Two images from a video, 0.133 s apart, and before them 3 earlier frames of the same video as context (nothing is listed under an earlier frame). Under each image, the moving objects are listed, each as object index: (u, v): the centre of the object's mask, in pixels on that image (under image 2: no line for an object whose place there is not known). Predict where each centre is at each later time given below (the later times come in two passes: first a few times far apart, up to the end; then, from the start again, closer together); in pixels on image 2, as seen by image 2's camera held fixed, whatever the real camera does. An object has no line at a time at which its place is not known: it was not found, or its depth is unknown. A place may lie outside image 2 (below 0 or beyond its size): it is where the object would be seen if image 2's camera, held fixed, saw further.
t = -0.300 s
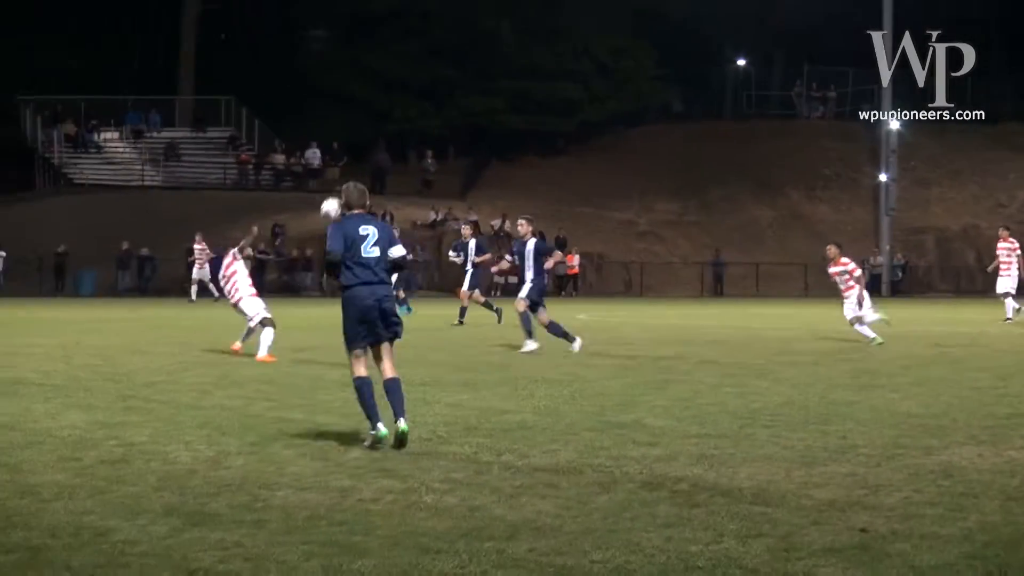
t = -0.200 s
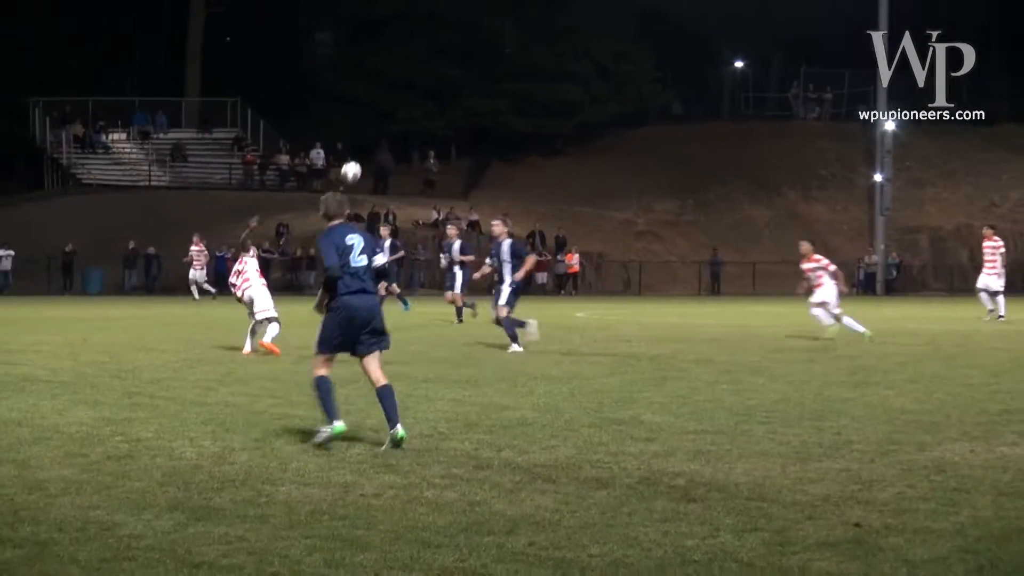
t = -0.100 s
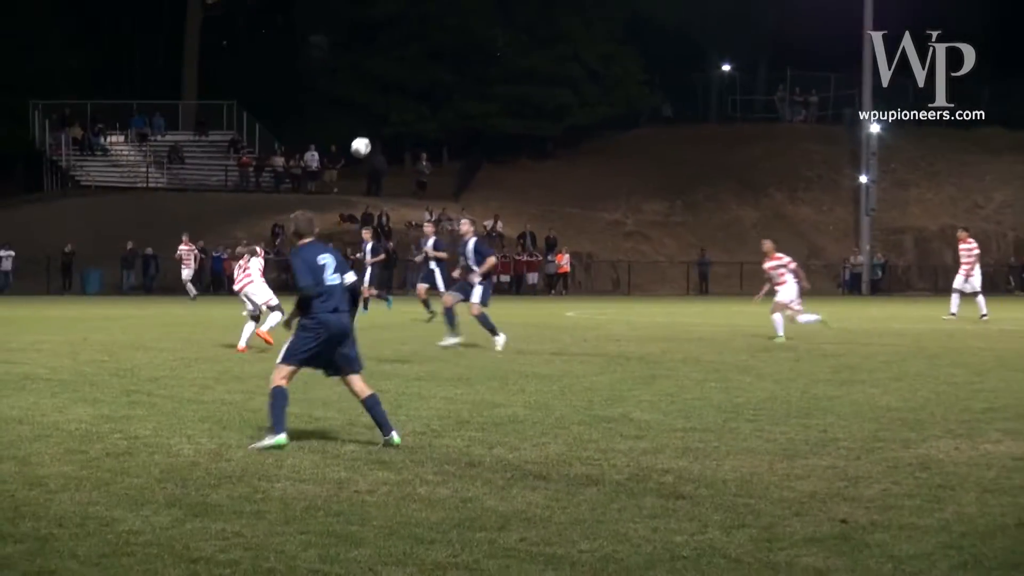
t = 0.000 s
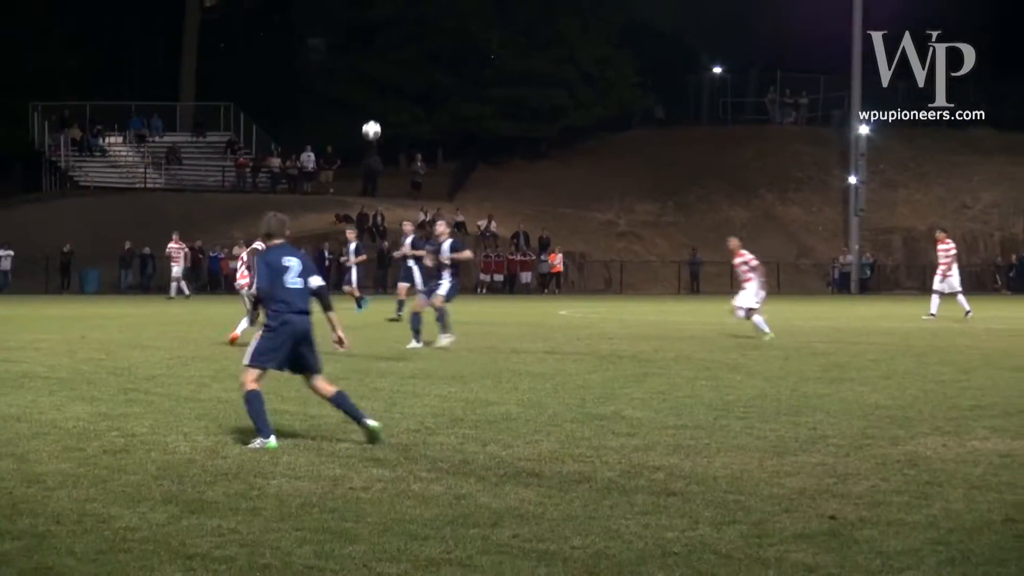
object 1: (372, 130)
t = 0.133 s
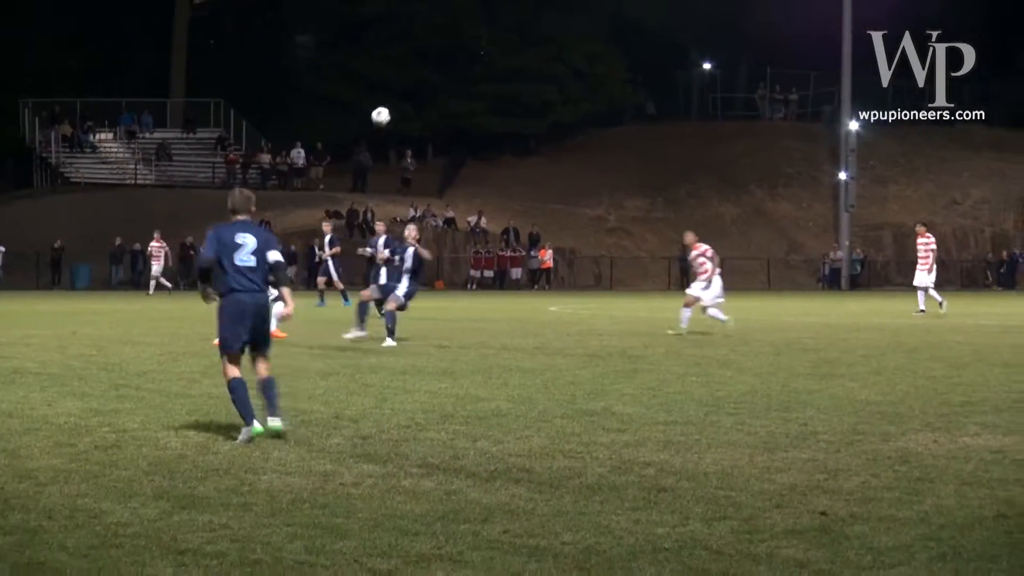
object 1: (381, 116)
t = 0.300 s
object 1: (404, 124)
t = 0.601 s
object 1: (443, 191)
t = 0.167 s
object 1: (385, 116)
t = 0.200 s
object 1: (390, 117)
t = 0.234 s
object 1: (394, 118)
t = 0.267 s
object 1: (399, 121)
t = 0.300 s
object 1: (404, 124)
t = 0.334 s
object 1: (408, 128)
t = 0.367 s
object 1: (413, 133)
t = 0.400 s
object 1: (417, 139)
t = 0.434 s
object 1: (422, 146)
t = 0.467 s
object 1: (425, 154)
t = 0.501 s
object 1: (430, 161)
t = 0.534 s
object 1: (434, 170)
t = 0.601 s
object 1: (443, 191)
